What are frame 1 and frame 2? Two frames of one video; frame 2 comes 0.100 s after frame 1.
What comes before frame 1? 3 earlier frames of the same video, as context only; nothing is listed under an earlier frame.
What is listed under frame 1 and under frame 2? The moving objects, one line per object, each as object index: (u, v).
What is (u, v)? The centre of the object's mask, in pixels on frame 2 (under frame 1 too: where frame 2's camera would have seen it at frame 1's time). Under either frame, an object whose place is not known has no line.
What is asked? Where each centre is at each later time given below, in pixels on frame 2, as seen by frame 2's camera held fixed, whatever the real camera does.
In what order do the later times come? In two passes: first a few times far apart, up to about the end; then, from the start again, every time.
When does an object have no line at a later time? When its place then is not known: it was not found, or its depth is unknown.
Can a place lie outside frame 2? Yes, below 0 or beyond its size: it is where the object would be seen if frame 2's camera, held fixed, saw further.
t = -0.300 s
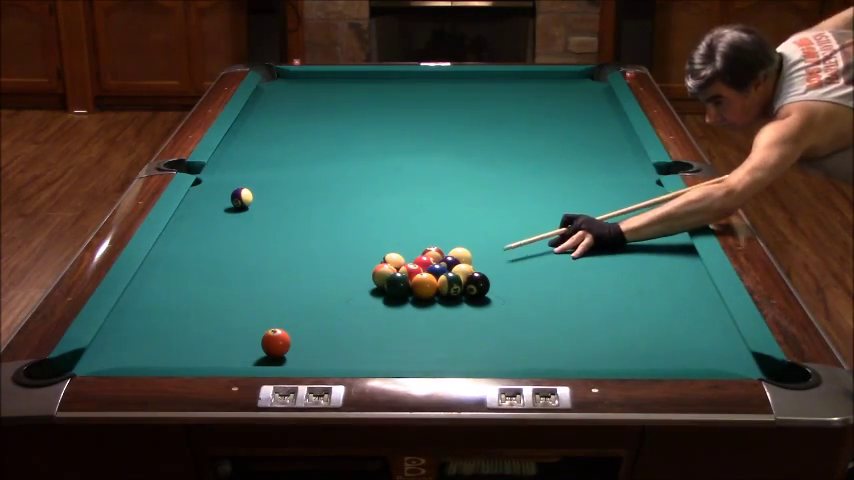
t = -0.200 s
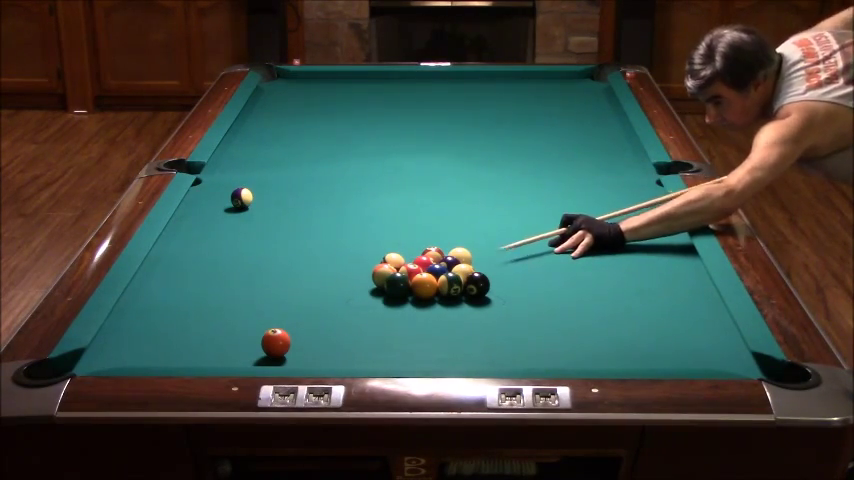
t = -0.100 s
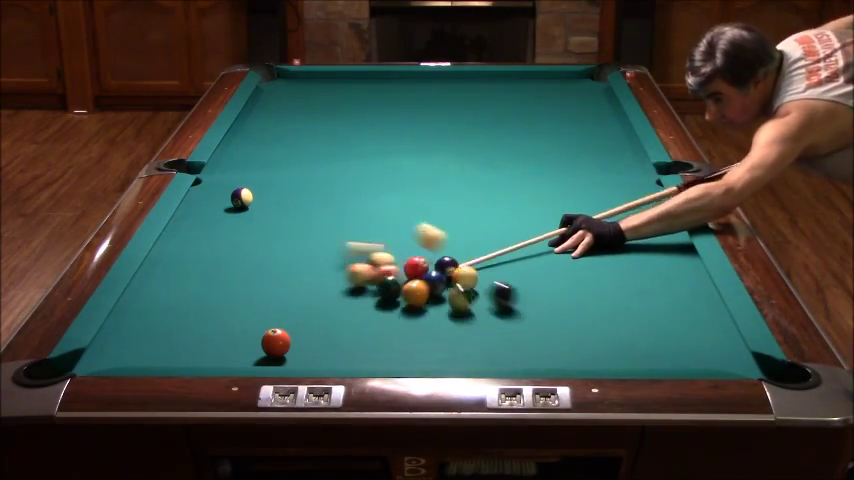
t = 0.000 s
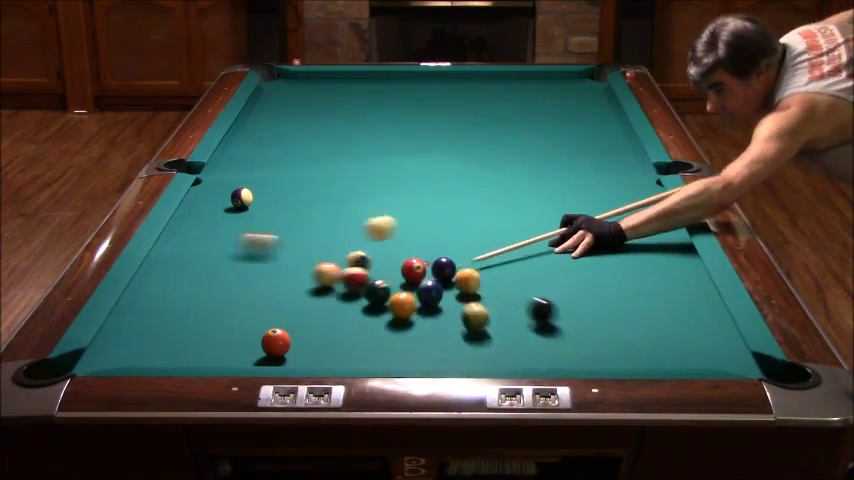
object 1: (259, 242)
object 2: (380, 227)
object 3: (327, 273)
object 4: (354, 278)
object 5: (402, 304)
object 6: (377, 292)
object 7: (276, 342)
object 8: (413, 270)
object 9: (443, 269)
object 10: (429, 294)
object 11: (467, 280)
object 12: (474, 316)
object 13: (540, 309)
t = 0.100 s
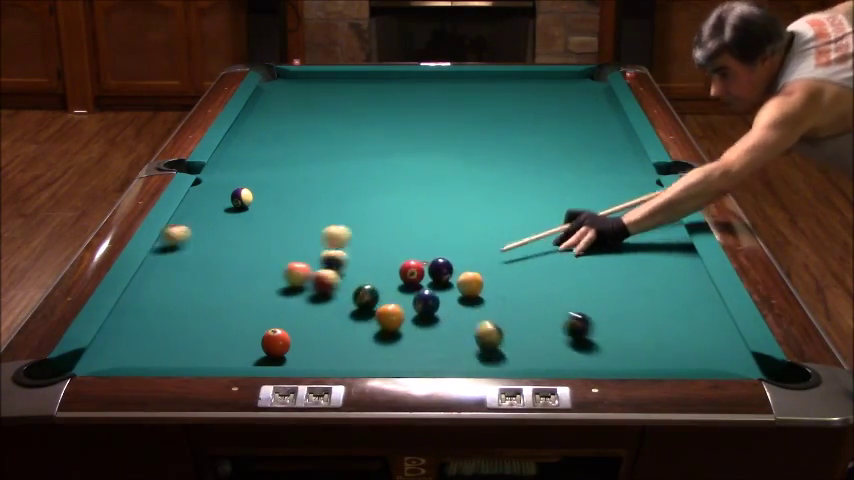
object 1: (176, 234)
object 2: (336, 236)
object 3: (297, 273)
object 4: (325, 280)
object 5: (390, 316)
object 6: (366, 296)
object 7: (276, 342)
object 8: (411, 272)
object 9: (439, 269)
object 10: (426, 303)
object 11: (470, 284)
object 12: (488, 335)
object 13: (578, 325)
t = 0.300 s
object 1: (297, 227)
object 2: (268, 263)
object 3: (239, 272)
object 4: (266, 284)
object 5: (364, 340)
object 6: (342, 305)
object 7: (276, 342)
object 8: (408, 275)
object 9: (434, 270)
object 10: (418, 321)
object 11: (474, 289)
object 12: (513, 358)
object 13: (651, 354)
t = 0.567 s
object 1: (420, 217)
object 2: (216, 274)
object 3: (165, 272)
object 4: (192, 289)
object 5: (335, 357)
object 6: (313, 317)
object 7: (275, 342)
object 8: (403, 278)
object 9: (430, 271)
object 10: (408, 347)
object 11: (480, 295)
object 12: (522, 338)
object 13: (719, 353)
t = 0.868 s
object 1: (544, 206)
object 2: (215, 263)
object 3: (183, 272)
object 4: (151, 298)
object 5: (321, 344)
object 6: (283, 325)
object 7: (275, 342)
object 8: (400, 281)
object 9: (429, 272)
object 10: (400, 358)
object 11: (487, 302)
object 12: (529, 317)
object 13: (704, 335)
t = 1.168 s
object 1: (656, 197)
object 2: (218, 251)
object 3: (220, 271)
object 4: (183, 293)
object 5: (310, 330)
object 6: (254, 332)
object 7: (273, 348)
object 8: (397, 283)
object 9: (430, 272)
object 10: (399, 348)
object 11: (492, 306)
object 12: (537, 299)
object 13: (671, 320)
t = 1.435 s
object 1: (601, 194)
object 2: (220, 245)
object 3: (249, 271)
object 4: (216, 299)
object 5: (301, 319)
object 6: (235, 335)
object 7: (271, 353)
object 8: (396, 283)
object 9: (430, 271)
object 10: (398, 338)
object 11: (495, 309)
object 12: (543, 284)
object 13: (646, 308)
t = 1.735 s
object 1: (550, 190)
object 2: (221, 238)
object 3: (279, 271)
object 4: (239, 312)
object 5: (293, 309)
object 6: (217, 337)
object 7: (269, 355)
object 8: (397, 283)
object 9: (430, 272)
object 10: (397, 329)
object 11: (498, 311)
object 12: (550, 271)
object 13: (623, 296)
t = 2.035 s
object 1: (505, 187)
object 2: (222, 232)
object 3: (306, 270)
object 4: (258, 302)
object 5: (292, 300)
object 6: (203, 338)
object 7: (268, 355)
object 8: (397, 282)
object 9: (430, 271)
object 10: (397, 321)
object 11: (499, 312)
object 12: (555, 259)
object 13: (602, 285)
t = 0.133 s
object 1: (196, 232)
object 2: (323, 241)
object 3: (287, 273)
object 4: (314, 282)
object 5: (385, 320)
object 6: (362, 298)
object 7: (276, 342)
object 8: (411, 272)
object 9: (438, 269)
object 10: (425, 305)
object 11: (471, 284)
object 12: (493, 343)
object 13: (590, 330)
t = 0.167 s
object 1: (218, 231)
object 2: (310, 249)
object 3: (277, 273)
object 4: (305, 282)
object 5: (381, 324)
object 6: (358, 300)
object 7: (276, 342)
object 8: (410, 272)
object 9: (437, 269)
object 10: (423, 309)
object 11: (471, 286)
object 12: (498, 350)
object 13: (601, 334)
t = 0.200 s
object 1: (239, 229)
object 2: (298, 262)
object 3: (268, 273)
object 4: (296, 282)
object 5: (377, 328)
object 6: (354, 301)
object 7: (276, 342)
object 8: (409, 273)
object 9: (436, 270)
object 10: (422, 312)
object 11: (472, 286)
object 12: (502, 353)
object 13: (613, 339)
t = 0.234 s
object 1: (259, 230)
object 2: (288, 263)
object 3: (258, 273)
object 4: (286, 283)
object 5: (373, 332)
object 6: (350, 303)
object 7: (276, 342)
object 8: (409, 274)
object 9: (436, 270)
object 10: (421, 315)
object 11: (473, 287)
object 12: (507, 358)
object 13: (625, 345)
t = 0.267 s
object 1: (280, 228)
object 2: (278, 262)
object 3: (249, 273)
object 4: (277, 284)
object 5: (369, 336)
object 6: (346, 304)
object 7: (276, 342)
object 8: (408, 274)
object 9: (435, 270)
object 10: (420, 318)
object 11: (474, 288)
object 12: (512, 360)
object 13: (639, 351)
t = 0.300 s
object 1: (297, 227)
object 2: (268, 263)
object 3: (239, 272)
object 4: (266, 284)
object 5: (364, 340)
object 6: (342, 305)
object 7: (276, 342)
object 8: (408, 275)
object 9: (434, 270)
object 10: (418, 321)
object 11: (474, 289)
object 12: (513, 358)
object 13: (651, 354)
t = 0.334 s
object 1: (313, 225)
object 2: (259, 267)
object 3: (230, 273)
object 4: (257, 285)
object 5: (360, 345)
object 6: (339, 307)
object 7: (276, 342)
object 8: (407, 275)
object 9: (434, 270)
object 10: (417, 324)
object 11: (475, 290)
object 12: (514, 355)
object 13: (664, 357)
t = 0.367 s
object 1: (330, 223)
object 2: (250, 268)
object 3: (220, 272)
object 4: (248, 286)
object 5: (356, 349)
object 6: (335, 308)
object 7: (276, 342)
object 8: (406, 276)
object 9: (433, 270)
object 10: (416, 328)
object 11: (476, 291)
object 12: (515, 354)
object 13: (677, 360)
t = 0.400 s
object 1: (346, 223)
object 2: (242, 269)
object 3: (211, 272)
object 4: (238, 286)
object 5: (351, 353)
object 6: (331, 310)
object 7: (276, 342)
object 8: (406, 276)
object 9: (433, 270)
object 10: (415, 332)
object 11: (476, 292)
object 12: (517, 352)
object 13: (688, 360)
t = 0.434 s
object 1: (360, 222)
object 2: (235, 270)
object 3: (202, 272)
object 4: (228, 287)
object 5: (347, 356)
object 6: (327, 311)
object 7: (276, 342)
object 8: (405, 276)
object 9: (432, 271)
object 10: (414, 334)
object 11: (477, 292)
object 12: (518, 350)
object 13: (694, 359)
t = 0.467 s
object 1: (374, 220)
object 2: (230, 272)
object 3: (193, 272)
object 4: (218, 288)
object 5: (343, 357)
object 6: (324, 313)
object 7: (276, 342)
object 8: (405, 277)
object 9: (432, 271)
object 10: (412, 337)
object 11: (478, 293)
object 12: (518, 347)
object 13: (700, 357)
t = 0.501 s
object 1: (390, 219)
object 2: (224, 273)
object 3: (184, 272)
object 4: (211, 288)
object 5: (338, 359)
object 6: (320, 314)
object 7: (276, 342)
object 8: (404, 277)
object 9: (431, 271)
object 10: (411, 340)
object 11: (479, 294)
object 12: (519, 344)
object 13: (706, 356)
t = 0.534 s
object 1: (404, 218)
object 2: (220, 273)
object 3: (175, 272)
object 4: (201, 289)
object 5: (337, 358)
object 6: (317, 316)
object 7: (275, 342)
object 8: (404, 278)
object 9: (431, 271)
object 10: (410, 344)
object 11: (480, 295)
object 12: (520, 341)
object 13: (712, 355)
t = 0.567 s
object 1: (420, 217)
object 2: (216, 274)
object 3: (165, 272)
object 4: (192, 289)
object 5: (335, 357)
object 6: (313, 317)
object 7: (275, 342)
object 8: (403, 278)
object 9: (430, 271)
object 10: (408, 347)
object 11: (480, 295)
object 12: (522, 338)
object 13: (719, 353)
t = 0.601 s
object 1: (434, 217)
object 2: (214, 273)
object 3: (157, 272)
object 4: (181, 290)
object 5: (334, 356)
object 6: (309, 319)
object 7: (275, 342)
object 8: (403, 278)
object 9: (430, 271)
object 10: (407, 349)
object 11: (481, 296)
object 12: (522, 336)
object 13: (725, 350)
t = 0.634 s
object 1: (448, 214)
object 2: (213, 272)
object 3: (149, 272)
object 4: (173, 292)
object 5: (332, 355)
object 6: (306, 320)
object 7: (275, 342)
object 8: (402, 279)
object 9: (430, 271)
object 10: (406, 353)
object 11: (482, 297)
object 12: (523, 334)
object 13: (731, 348)
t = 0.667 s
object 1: (462, 213)
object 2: (213, 271)
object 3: (154, 271)
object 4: (161, 293)
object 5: (331, 354)
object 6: (302, 321)
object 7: (275, 342)
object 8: (402, 279)
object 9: (430, 271)
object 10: (405, 355)
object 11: (482, 297)
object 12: (524, 332)
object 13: (730, 346)
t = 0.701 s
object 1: (476, 212)
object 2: (213, 270)
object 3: (161, 271)
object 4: (151, 296)
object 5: (329, 352)
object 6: (299, 323)
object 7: (275, 342)
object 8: (402, 280)
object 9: (430, 271)
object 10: (403, 357)
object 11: (483, 298)
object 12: (525, 329)
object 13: (725, 345)
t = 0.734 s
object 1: (490, 211)
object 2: (213, 268)
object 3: (165, 272)
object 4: (144, 297)
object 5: (327, 351)
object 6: (296, 324)
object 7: (276, 342)
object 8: (401, 280)
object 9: (429, 272)
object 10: (402, 359)
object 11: (484, 299)
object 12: (526, 327)
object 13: (720, 343)
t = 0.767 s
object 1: (503, 209)
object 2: (214, 267)
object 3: (170, 272)
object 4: (139, 297)
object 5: (326, 349)
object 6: (293, 325)
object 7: (276, 342)
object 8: (401, 280)
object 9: (429, 272)
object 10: (401, 360)
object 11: (484, 300)
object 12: (527, 324)
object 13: (716, 341)
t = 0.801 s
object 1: (518, 208)
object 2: (214, 266)
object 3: (174, 272)
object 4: (142, 297)
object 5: (324, 348)
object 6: (290, 324)
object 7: (276, 342)
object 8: (400, 281)
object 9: (429, 272)
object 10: (401, 359)
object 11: (485, 301)
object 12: (528, 321)
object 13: (712, 339)
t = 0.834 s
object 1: (531, 208)
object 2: (214, 265)
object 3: (178, 272)
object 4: (147, 297)
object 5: (323, 345)
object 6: (287, 325)
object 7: (275, 342)
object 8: (400, 281)
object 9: (429, 272)
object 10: (400, 358)
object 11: (486, 301)
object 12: (528, 319)
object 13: (708, 337)
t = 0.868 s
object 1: (544, 206)
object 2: (215, 263)
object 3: (183, 272)
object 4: (151, 298)
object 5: (321, 344)
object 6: (283, 325)
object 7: (275, 342)
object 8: (400, 281)
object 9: (429, 272)
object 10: (400, 358)
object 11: (487, 302)
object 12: (529, 317)
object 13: (704, 335)
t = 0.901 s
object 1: (558, 206)
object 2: (215, 262)
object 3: (187, 271)
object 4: (155, 299)
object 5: (320, 342)
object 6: (279, 325)
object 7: (275, 342)
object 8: (399, 281)
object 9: (429, 272)
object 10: (400, 357)
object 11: (487, 302)
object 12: (530, 316)
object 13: (700, 334)
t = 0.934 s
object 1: (571, 203)
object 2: (216, 260)
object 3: (191, 271)
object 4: (158, 300)
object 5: (318, 340)
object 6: (275, 325)
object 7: (274, 343)
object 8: (399, 282)
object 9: (430, 272)
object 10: (400, 356)
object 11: (488, 303)
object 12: (531, 314)
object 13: (696, 332)
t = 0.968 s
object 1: (585, 202)
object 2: (216, 260)
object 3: (195, 271)
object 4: (160, 302)
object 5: (317, 339)
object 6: (271, 326)
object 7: (275, 344)
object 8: (398, 282)
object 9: (430, 272)
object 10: (399, 355)
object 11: (489, 303)
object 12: (532, 311)
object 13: (692, 330)
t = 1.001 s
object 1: (597, 202)
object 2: (217, 258)
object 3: (199, 271)
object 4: (161, 302)
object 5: (316, 337)
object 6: (268, 327)
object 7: (274, 344)
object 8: (398, 282)
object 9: (430, 272)
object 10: (399, 354)
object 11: (489, 304)
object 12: (533, 309)
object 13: (689, 328)
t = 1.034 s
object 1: (611, 201)
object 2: (218, 256)
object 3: (203, 271)
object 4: (163, 299)
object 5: (315, 336)
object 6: (264, 328)
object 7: (274, 345)
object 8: (398, 282)
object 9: (430, 272)
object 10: (399, 353)
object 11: (490, 305)
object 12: (534, 307)
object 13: (685, 326)
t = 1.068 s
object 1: (623, 200)
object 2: (218, 254)
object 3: (207, 271)
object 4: (167, 296)
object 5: (313, 334)
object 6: (261, 329)
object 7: (274, 346)
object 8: (398, 282)
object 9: (430, 272)
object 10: (399, 353)
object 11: (490, 305)
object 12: (535, 305)
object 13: (682, 325)
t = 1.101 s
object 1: (636, 198)
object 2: (218, 253)
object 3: (211, 272)
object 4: (172, 293)
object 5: (312, 333)
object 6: (259, 330)
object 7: (274, 346)
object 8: (397, 282)
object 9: (430, 272)
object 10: (399, 351)
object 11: (491, 306)
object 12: (536, 303)
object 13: (678, 323)
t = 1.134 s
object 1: (648, 198)
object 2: (218, 251)
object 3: (215, 271)
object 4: (177, 293)
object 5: (311, 332)
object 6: (256, 331)
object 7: (273, 347)
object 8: (397, 283)
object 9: (430, 271)
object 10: (399, 350)
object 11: (491, 306)
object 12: (536, 301)
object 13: (674, 321)
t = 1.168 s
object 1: (656, 197)
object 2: (218, 251)
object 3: (220, 271)
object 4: (183, 293)
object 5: (310, 330)
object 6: (254, 332)
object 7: (273, 348)
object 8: (397, 283)
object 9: (430, 272)
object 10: (399, 348)
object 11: (492, 306)
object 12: (537, 299)
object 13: (671, 320)
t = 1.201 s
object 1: (648, 196)
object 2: (218, 250)
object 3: (223, 271)
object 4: (187, 294)
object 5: (308, 329)
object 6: (252, 333)
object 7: (273, 348)
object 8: (397, 282)
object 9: (430, 272)
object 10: (399, 347)
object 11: (492, 307)
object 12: (538, 298)
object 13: (668, 318)
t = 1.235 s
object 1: (639, 196)
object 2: (218, 250)
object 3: (227, 271)
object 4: (192, 295)
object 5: (307, 327)
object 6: (250, 333)
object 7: (272, 349)
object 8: (396, 283)
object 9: (430, 272)
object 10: (399, 346)
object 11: (493, 307)
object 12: (539, 296)
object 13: (665, 317)
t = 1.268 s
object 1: (630, 195)
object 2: (219, 249)
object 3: (231, 271)
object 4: (196, 295)
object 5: (306, 326)
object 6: (247, 333)
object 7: (272, 350)
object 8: (396, 283)
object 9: (430, 272)
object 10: (398, 344)
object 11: (493, 308)
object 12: (540, 294)
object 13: (662, 315)
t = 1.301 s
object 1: (623, 195)
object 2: (219, 249)
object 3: (235, 271)
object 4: (200, 296)
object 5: (305, 324)
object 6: (245, 334)
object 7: (272, 351)
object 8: (396, 283)
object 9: (430, 272)
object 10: (398, 343)
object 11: (494, 308)
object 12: (540, 292)
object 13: (658, 313)
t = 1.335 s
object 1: (616, 195)
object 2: (219, 248)
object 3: (238, 271)
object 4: (203, 297)
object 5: (304, 323)
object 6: (242, 334)
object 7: (271, 351)
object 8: (396, 283)
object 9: (430, 271)
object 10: (398, 342)
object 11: (494, 308)
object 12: (541, 290)
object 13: (655, 312)
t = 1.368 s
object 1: (610, 195)
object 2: (220, 247)
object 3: (242, 271)
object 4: (208, 298)
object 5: (303, 322)
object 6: (240, 334)
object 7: (271, 352)
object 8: (396, 283)
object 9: (430, 271)
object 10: (398, 341)
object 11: (494, 309)
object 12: (542, 287)
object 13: (652, 311)
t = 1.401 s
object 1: (605, 195)
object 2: (220, 246)
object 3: (245, 271)
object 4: (212, 299)
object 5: (302, 320)
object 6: (238, 334)
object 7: (271, 352)
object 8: (396, 283)
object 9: (430, 272)
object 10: (398, 339)
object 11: (495, 309)
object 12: (543, 286)
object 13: (649, 309)
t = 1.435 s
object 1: (601, 194)
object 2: (220, 245)
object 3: (249, 271)
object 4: (216, 299)
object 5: (301, 319)
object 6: (235, 335)
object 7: (271, 353)
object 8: (396, 283)
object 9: (430, 271)
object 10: (398, 338)
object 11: (495, 309)
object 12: (543, 284)
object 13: (646, 308)
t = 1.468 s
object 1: (594, 193)
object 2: (220, 244)
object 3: (252, 271)
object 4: (219, 300)
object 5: (300, 318)
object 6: (233, 335)
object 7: (271, 353)
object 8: (396, 283)
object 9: (430, 272)
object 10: (398, 337)
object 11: (496, 309)
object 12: (544, 283)
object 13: (644, 306)
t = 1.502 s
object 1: (588, 194)
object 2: (220, 243)
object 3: (256, 271)
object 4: (223, 300)
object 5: (299, 317)
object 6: (231, 335)
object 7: (270, 353)
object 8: (396, 283)
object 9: (430, 272)
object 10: (398, 336)
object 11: (496, 310)
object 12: (545, 282)
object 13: (641, 305)
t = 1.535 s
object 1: (582, 193)
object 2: (220, 242)
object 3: (259, 271)
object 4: (227, 302)
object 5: (298, 316)
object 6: (229, 336)
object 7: (270, 353)
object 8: (396, 283)
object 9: (430, 272)
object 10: (398, 335)
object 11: (496, 310)
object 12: (546, 281)
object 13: (638, 303)
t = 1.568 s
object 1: (576, 193)
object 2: (221, 241)
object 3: (263, 271)
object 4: (231, 303)
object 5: (297, 315)
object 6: (227, 336)
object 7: (270, 354)
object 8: (396, 283)
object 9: (430, 272)
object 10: (398, 334)
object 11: (497, 310)
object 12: (546, 279)
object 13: (635, 302)
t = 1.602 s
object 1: (572, 193)
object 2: (221, 241)
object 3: (266, 271)
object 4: (235, 305)
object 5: (296, 314)
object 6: (225, 336)
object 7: (270, 354)
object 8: (397, 283)
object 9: (430, 272)
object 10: (397, 333)
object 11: (497, 310)
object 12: (547, 277)
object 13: (633, 301)
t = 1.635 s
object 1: (567, 192)
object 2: (221, 240)
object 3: (270, 271)
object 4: (238, 305)
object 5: (295, 312)
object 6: (223, 336)
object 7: (269, 354)
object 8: (397, 283)
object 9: (430, 272)
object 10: (397, 332)
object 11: (497, 311)
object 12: (548, 275)
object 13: (630, 300)
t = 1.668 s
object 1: (561, 192)
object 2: (221, 239)
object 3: (273, 271)
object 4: (238, 308)
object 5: (294, 311)
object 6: (221, 336)
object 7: (269, 354)
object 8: (397, 283)
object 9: (430, 272)
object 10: (397, 331)
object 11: (497, 311)
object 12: (549, 274)
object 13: (628, 298)
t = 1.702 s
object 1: (555, 191)
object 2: (221, 238)
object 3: (276, 271)
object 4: (241, 309)
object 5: (293, 310)
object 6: (219, 337)
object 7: (269, 354)
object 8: (397, 283)
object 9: (429, 272)
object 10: (397, 330)
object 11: (498, 311)
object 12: (549, 272)
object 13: (625, 297)
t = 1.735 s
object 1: (550, 190)
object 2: (221, 238)
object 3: (279, 271)
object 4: (239, 312)
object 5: (293, 309)
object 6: (217, 337)
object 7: (269, 355)
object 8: (397, 283)
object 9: (430, 272)
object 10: (397, 329)
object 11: (498, 311)
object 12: (550, 271)
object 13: (623, 296)
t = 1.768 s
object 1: (544, 190)
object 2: (221, 237)
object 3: (282, 271)
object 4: (236, 301)
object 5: (292, 308)
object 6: (216, 337)
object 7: (269, 355)
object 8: (397, 283)
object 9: (430, 272)
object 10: (397, 327)
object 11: (498, 311)
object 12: (551, 270)
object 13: (620, 295)
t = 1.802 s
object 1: (540, 190)
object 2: (221, 236)
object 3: (285, 271)
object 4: (239, 301)
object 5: (291, 307)
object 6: (214, 337)
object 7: (269, 355)
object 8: (397, 283)
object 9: (430, 272)
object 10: (397, 327)
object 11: (498, 311)
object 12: (551, 269)
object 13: (618, 293)
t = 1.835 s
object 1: (535, 190)
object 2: (221, 236)
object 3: (288, 271)
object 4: (243, 300)
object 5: (290, 306)
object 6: (212, 337)
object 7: (269, 355)
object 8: (397, 283)
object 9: (430, 272)
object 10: (397, 326)
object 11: (498, 311)
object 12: (552, 268)
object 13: (616, 292)
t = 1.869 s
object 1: (530, 189)
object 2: (222, 235)
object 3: (291, 271)
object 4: (248, 299)
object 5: (290, 305)
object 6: (211, 337)
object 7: (269, 355)
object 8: (397, 283)
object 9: (430, 272)
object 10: (397, 325)
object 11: (498, 312)
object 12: (552, 266)
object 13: (613, 291)
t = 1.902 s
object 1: (524, 189)
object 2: (222, 234)
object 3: (294, 271)
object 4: (252, 300)
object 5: (289, 304)
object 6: (209, 338)
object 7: (268, 355)
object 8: (397, 283)
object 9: (430, 272)
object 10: (397, 324)
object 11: (499, 312)
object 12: (553, 265)
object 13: (611, 290)
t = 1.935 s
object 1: (518, 188)
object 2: (222, 233)
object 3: (297, 270)
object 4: (256, 300)
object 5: (288, 303)
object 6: (208, 338)
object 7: (268, 355)
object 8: (397, 283)
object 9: (430, 272)
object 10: (397, 323)
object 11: (499, 312)
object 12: (554, 263)
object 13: (609, 289)
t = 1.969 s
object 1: (513, 188)
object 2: (222, 233)
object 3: (300, 270)
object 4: (257, 301)
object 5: (289, 302)
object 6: (206, 338)
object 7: (268, 355)
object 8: (397, 283)
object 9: (430, 272)
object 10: (397, 323)
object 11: (499, 312)
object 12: (554, 262)
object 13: (607, 287)
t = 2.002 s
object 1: (509, 188)
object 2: (222, 232)
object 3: (303, 270)
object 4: (258, 301)
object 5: (291, 301)
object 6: (205, 338)
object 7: (268, 355)
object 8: (397, 283)
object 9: (430, 272)
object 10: (397, 322)
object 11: (499, 312)
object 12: (555, 260)
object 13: (605, 286)
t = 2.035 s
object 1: (505, 187)
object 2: (222, 232)
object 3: (306, 270)
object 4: (258, 302)
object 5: (292, 300)
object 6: (203, 338)
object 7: (268, 355)
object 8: (397, 282)
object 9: (430, 271)
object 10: (397, 321)
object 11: (499, 312)
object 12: (555, 259)
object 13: (602, 285)
